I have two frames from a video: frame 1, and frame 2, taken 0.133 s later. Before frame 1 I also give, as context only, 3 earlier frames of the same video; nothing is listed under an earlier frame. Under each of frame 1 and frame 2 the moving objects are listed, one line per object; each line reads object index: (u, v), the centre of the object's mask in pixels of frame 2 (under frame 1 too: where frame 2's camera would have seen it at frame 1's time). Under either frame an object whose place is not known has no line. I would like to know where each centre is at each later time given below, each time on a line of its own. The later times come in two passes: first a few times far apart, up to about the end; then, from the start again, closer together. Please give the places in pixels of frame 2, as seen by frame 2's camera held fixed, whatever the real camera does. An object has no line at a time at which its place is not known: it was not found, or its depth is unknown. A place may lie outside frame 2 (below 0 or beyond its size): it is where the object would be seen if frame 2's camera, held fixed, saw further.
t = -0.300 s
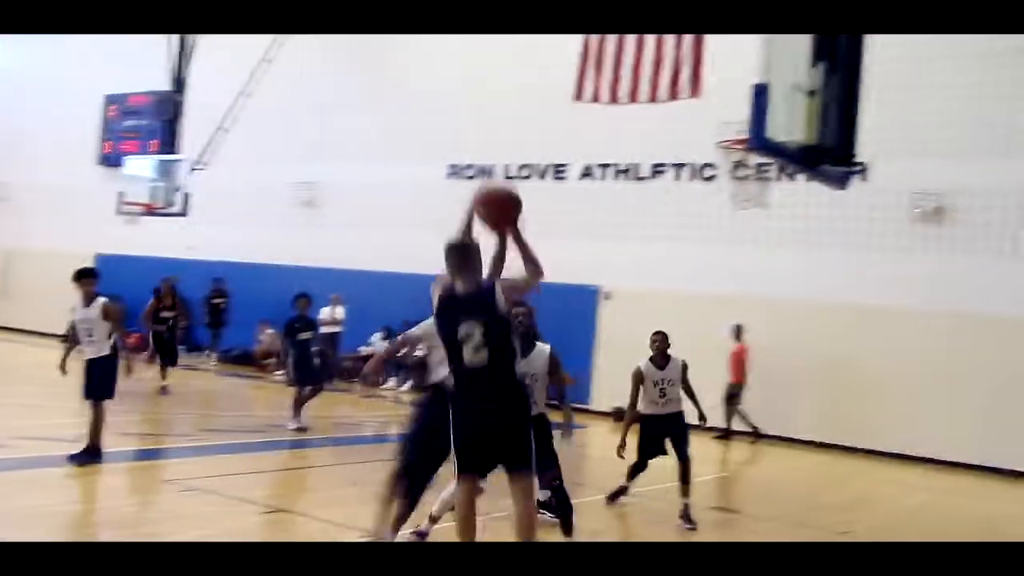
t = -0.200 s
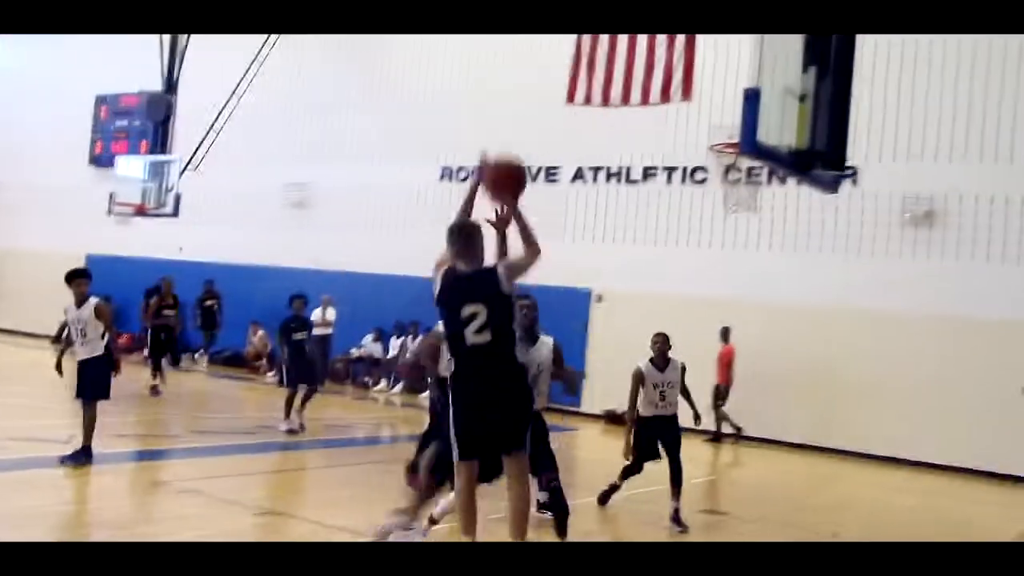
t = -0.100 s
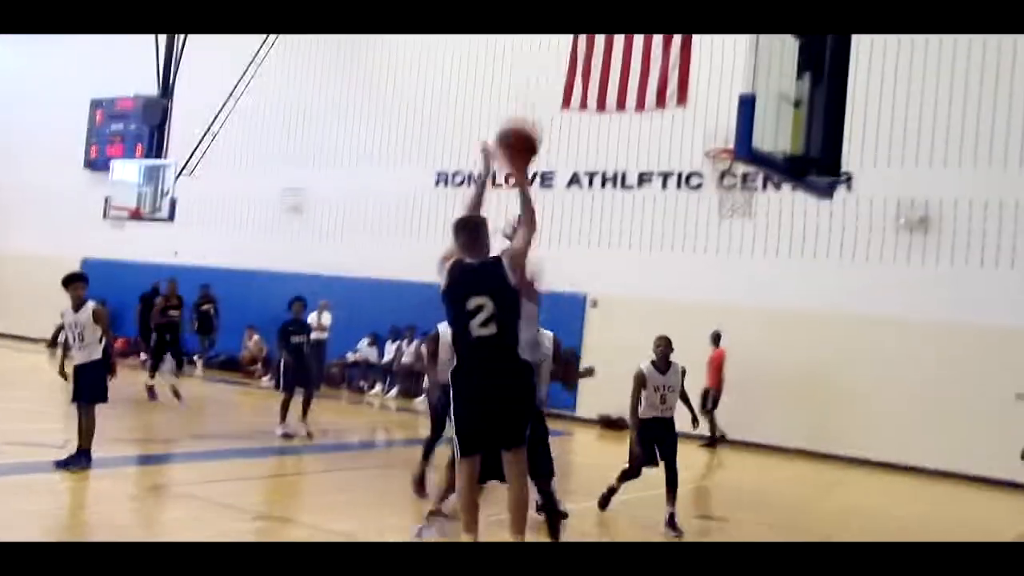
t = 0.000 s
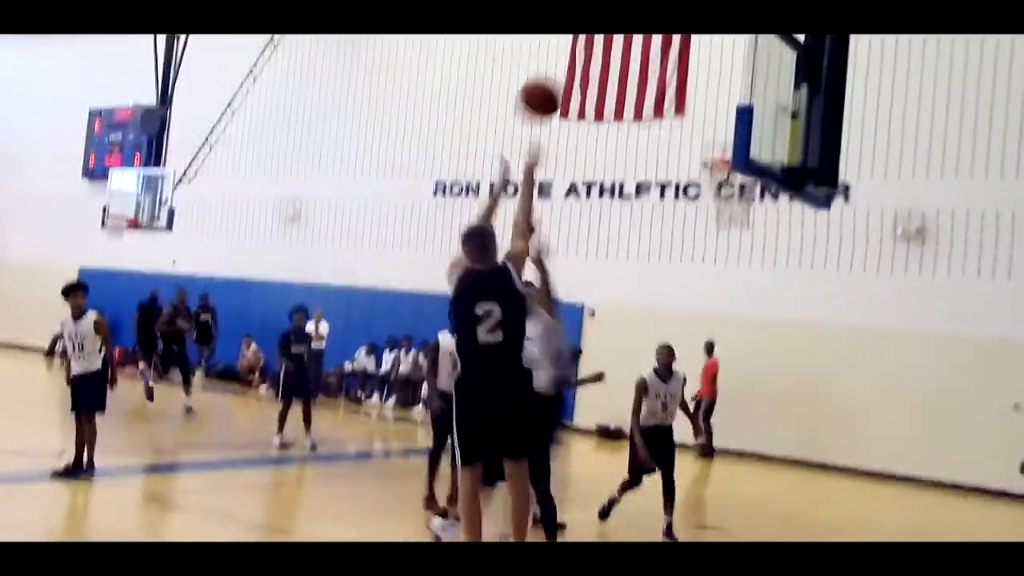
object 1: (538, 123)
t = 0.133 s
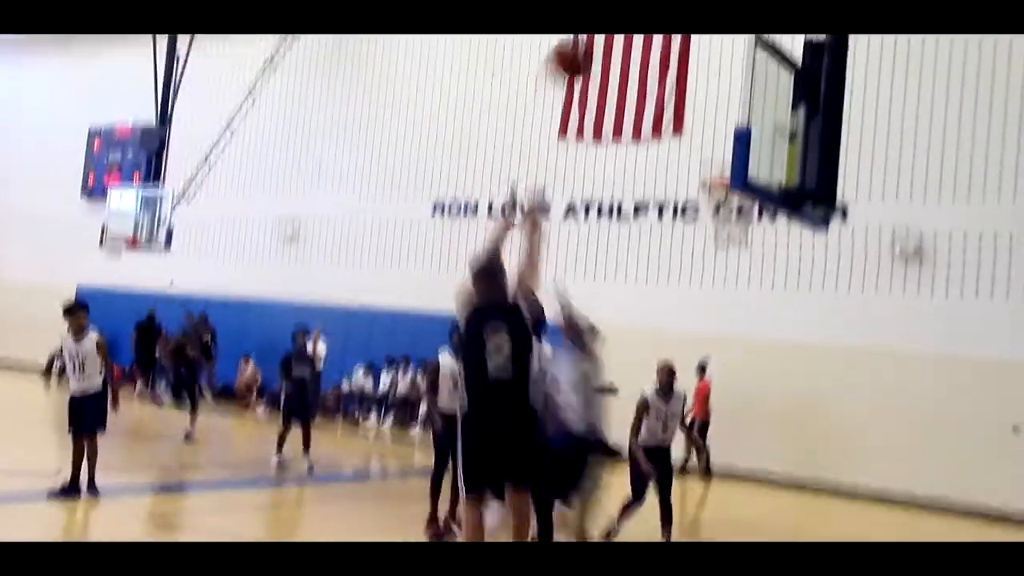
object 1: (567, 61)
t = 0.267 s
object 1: (593, 27)
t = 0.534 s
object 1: (636, -15)
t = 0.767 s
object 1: (665, -11)
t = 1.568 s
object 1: (729, 230)
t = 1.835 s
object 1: (737, 305)
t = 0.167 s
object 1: (574, 52)
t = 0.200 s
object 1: (582, 42)
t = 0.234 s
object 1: (587, 34)
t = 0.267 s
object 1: (593, 27)
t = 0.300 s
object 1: (602, 21)
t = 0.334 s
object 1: (606, 14)
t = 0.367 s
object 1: (614, 11)
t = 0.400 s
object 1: (615, 6)
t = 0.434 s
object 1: (620, 3)
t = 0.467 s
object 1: (624, 1)
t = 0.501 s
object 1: (631, -7)
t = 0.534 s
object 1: (636, -15)
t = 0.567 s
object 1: (640, -14)
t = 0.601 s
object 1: (647, -18)
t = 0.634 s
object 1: (649, -20)
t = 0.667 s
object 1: (654, -18)
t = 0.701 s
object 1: (661, -13)
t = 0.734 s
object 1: (662, -15)
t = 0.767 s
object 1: (665, -11)
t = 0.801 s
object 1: (672, -5)
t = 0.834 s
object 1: (674, -4)
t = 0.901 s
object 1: (683, 13)
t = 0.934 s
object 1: (687, 14)
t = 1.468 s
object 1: (720, 183)
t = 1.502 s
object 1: (721, 205)
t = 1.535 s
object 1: (725, 214)
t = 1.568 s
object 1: (729, 230)
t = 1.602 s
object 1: (732, 233)
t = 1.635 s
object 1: (731, 248)
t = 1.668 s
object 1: (732, 259)
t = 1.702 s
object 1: (734, 269)
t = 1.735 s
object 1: (735, 274)
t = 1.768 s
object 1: (736, 286)
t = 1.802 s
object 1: (736, 293)
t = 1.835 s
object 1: (737, 305)
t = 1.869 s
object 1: (738, 321)
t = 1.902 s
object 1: (738, 335)
